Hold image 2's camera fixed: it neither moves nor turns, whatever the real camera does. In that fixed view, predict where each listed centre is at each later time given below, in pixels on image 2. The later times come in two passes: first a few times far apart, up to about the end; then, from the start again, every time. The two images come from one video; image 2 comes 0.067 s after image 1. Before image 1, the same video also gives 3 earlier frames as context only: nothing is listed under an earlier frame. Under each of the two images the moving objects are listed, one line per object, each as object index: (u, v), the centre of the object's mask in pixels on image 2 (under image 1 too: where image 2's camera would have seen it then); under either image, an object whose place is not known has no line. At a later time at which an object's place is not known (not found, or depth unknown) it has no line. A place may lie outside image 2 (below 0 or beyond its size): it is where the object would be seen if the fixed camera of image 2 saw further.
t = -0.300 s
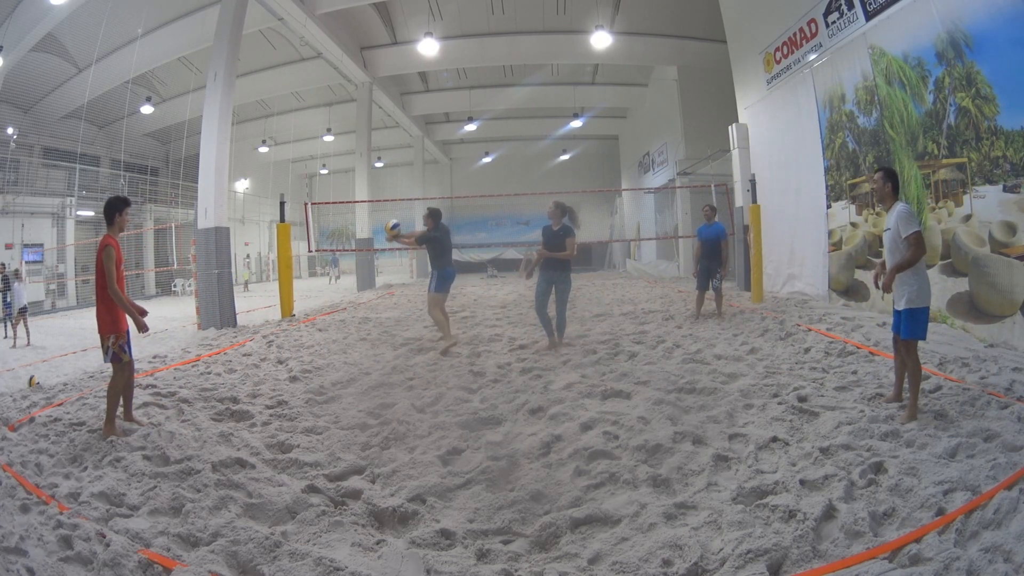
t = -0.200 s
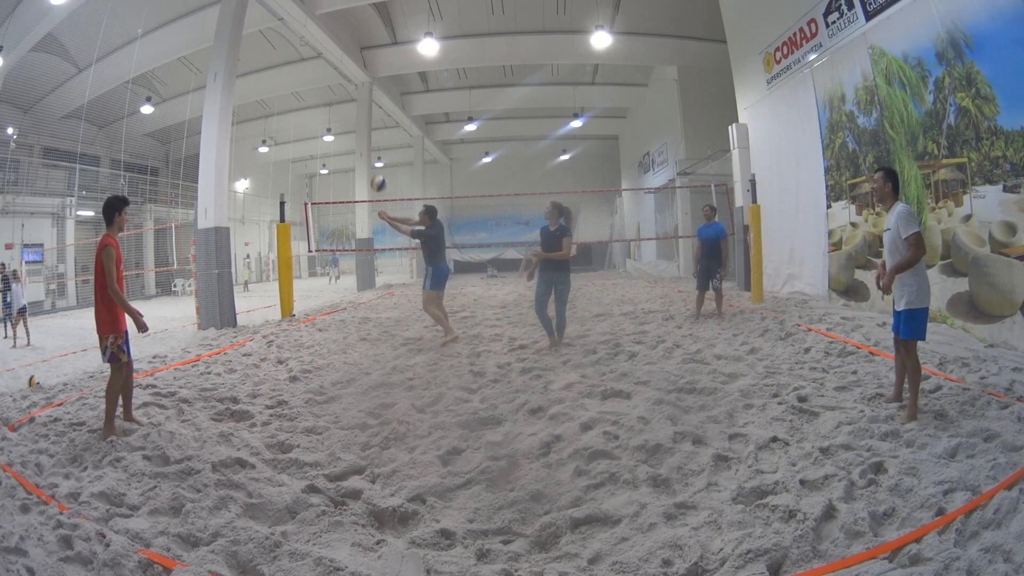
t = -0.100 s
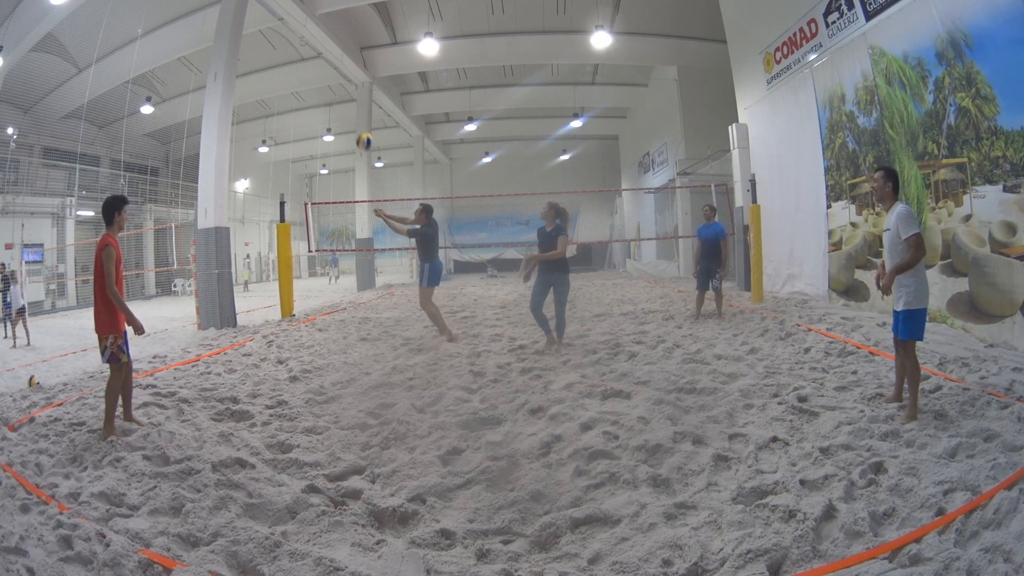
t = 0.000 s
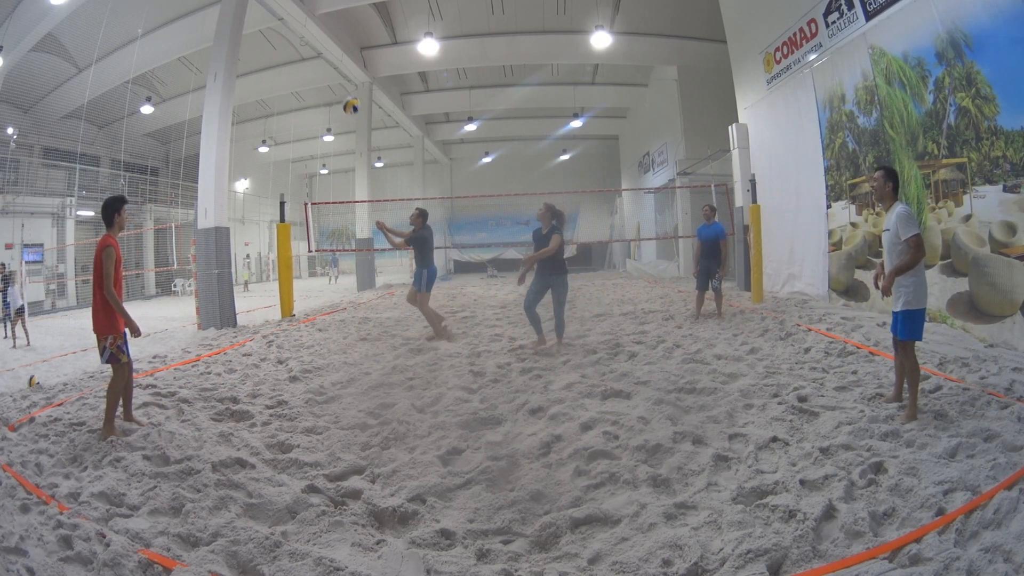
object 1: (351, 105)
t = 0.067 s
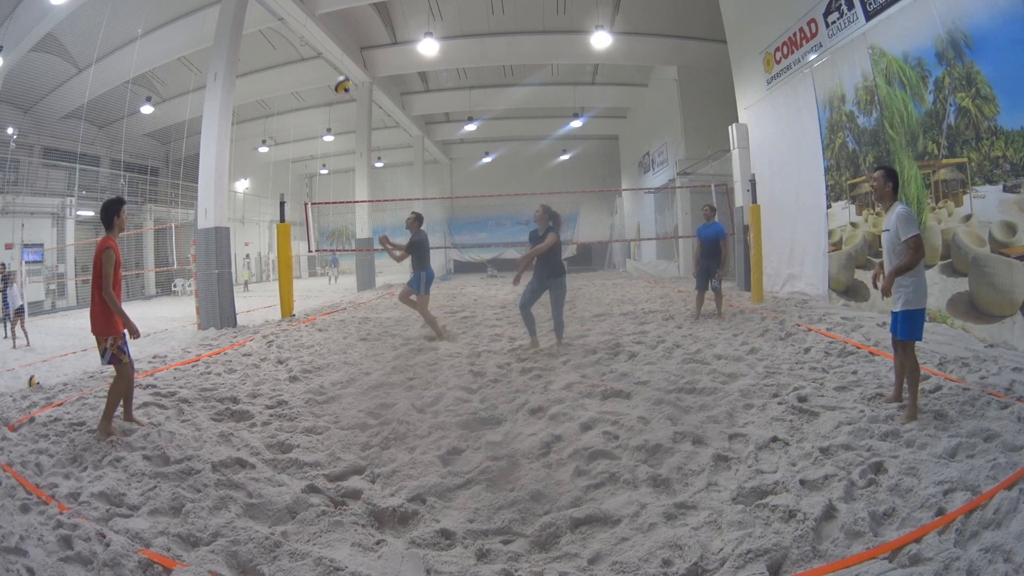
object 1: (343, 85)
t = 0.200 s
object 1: (323, 54)
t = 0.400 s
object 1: (291, 32)
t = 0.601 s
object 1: (249, 43)
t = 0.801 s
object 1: (198, 102)
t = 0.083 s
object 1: (341, 81)
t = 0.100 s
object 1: (338, 76)
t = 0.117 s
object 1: (336, 72)
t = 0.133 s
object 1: (333, 68)
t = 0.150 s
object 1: (331, 64)
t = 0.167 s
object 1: (328, 61)
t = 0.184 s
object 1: (326, 58)
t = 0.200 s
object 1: (323, 54)
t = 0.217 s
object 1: (321, 52)
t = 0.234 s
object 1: (318, 49)
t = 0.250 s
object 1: (316, 46)
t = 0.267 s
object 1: (313, 44)
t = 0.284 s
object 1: (310, 42)
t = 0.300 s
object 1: (307, 40)
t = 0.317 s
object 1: (305, 38)
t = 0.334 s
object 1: (302, 36)
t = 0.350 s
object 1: (299, 35)
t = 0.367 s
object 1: (297, 34)
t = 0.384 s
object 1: (294, 32)
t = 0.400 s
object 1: (291, 32)
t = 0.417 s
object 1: (288, 31)
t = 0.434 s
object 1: (285, 31)
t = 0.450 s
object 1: (282, 32)
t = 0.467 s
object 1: (278, 32)
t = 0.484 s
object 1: (275, 33)
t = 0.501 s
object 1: (272, 33)
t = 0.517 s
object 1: (268, 34)
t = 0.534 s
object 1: (265, 35)
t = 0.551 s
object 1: (261, 37)
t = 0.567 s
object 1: (257, 39)
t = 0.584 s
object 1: (253, 41)
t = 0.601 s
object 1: (249, 43)
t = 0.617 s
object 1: (246, 46)
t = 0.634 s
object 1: (242, 49)
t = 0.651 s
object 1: (237, 53)
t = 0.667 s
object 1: (233, 57)
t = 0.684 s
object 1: (229, 61)
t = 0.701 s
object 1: (224, 66)
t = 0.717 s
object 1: (220, 71)
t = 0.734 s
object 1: (216, 76)
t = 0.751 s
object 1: (212, 82)
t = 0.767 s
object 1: (206, 89)
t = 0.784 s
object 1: (202, 95)
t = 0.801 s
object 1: (198, 102)
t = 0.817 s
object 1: (193, 111)
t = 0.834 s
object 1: (188, 119)
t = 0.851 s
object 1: (184, 127)
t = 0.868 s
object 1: (179, 136)
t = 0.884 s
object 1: (174, 146)
